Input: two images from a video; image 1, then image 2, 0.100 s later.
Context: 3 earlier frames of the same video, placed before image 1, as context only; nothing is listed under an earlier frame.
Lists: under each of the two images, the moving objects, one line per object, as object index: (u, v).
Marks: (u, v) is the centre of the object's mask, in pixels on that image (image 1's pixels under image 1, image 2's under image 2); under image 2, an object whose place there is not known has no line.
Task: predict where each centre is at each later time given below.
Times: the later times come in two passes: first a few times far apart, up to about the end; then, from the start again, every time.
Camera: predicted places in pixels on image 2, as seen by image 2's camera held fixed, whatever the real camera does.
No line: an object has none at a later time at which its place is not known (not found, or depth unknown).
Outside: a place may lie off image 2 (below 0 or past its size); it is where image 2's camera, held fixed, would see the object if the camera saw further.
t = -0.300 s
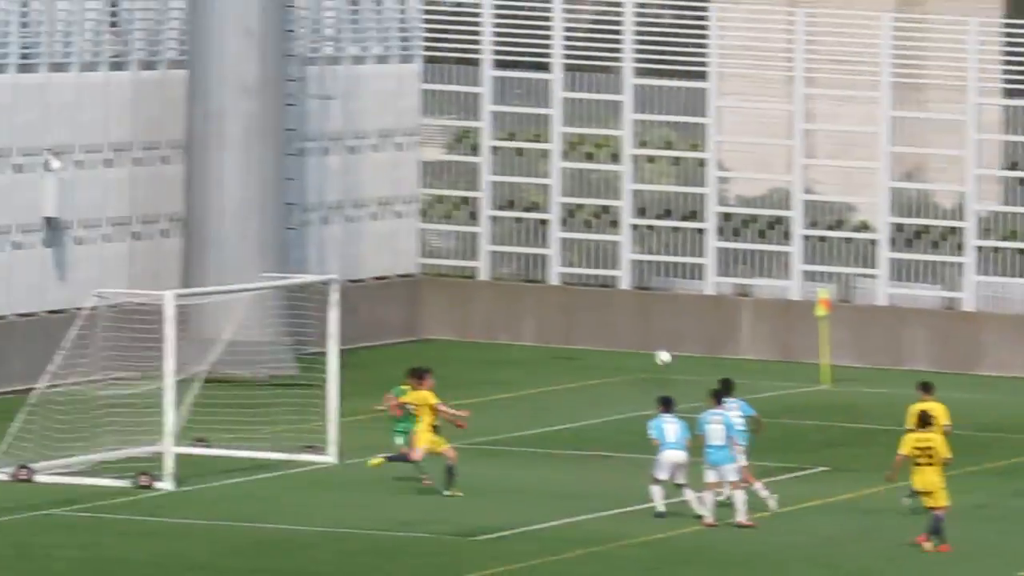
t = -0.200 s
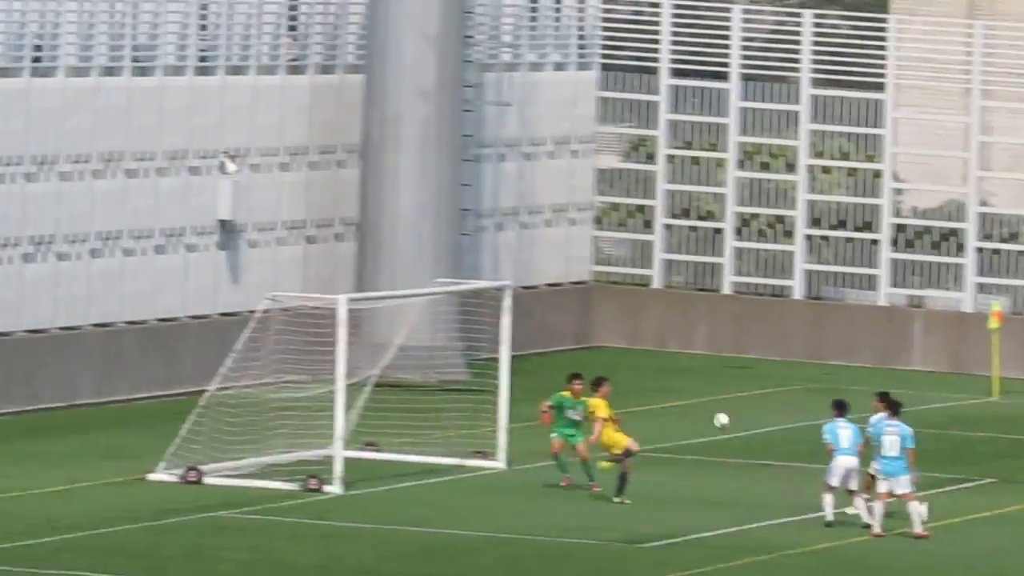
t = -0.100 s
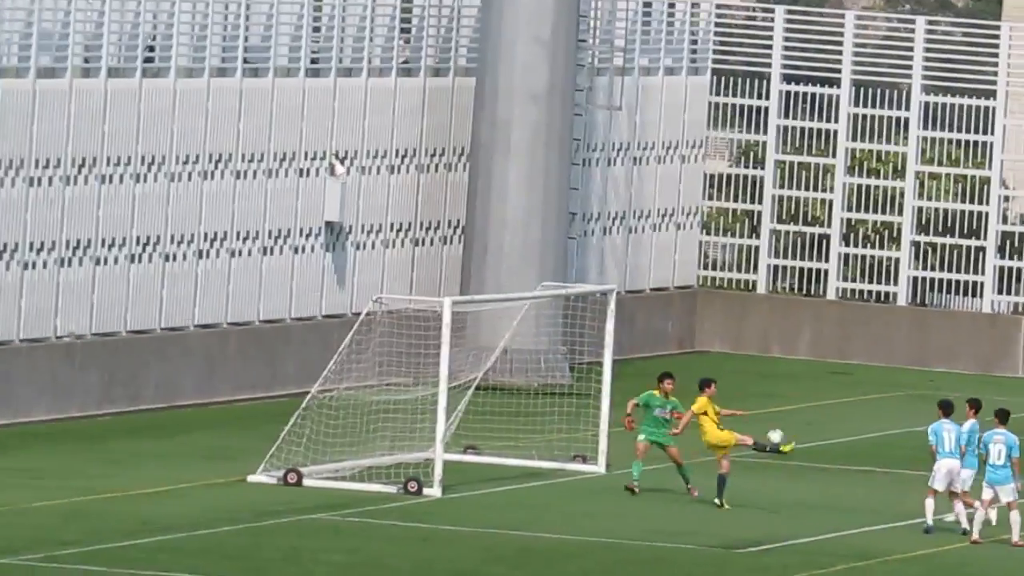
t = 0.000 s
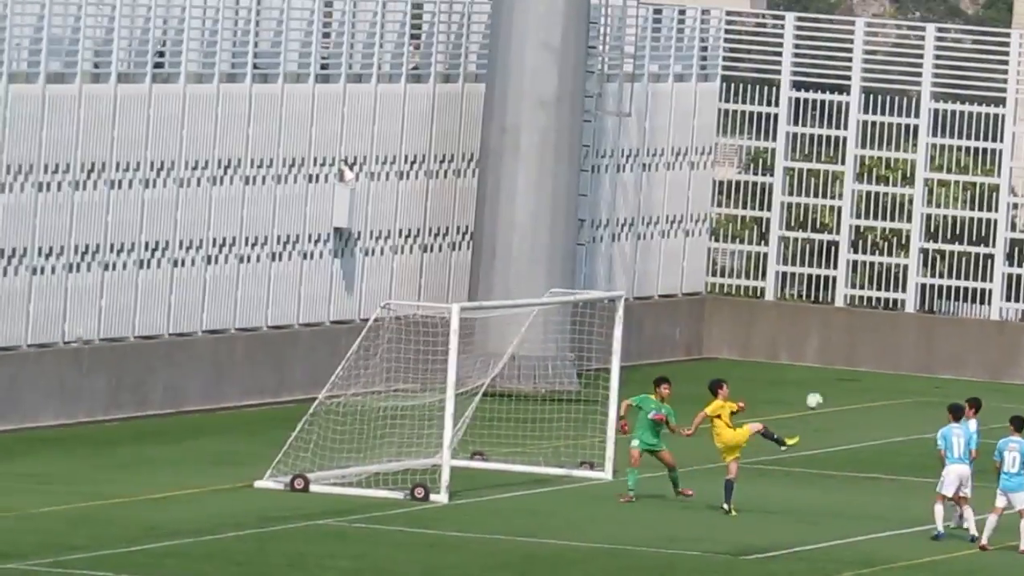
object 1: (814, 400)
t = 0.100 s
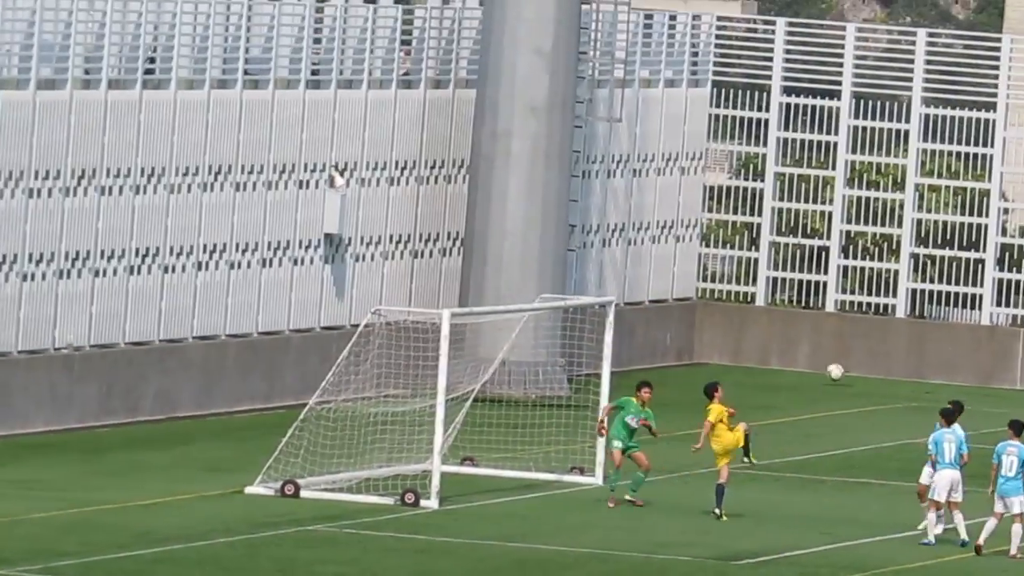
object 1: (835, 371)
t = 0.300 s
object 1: (892, 332)
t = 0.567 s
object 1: (963, 339)
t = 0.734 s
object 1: (1008, 379)
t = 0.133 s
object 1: (844, 363)
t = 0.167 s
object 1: (854, 354)
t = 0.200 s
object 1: (864, 347)
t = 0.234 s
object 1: (873, 341)
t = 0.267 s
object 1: (882, 336)
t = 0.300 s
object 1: (892, 332)
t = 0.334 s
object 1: (900, 329)
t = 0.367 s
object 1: (910, 327)
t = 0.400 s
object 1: (919, 327)
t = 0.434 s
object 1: (929, 327)
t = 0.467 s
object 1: (937, 328)
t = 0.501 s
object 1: (946, 331)
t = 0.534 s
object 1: (954, 334)
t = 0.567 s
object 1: (963, 339)
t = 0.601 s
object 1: (972, 345)
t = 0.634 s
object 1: (981, 352)
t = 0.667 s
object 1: (990, 359)
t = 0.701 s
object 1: (998, 369)
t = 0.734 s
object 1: (1008, 379)
